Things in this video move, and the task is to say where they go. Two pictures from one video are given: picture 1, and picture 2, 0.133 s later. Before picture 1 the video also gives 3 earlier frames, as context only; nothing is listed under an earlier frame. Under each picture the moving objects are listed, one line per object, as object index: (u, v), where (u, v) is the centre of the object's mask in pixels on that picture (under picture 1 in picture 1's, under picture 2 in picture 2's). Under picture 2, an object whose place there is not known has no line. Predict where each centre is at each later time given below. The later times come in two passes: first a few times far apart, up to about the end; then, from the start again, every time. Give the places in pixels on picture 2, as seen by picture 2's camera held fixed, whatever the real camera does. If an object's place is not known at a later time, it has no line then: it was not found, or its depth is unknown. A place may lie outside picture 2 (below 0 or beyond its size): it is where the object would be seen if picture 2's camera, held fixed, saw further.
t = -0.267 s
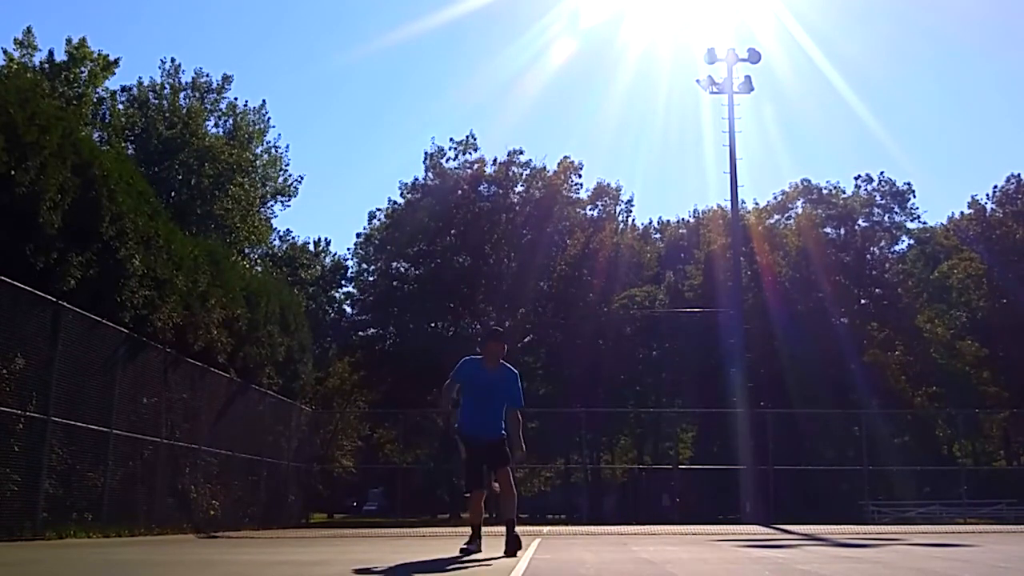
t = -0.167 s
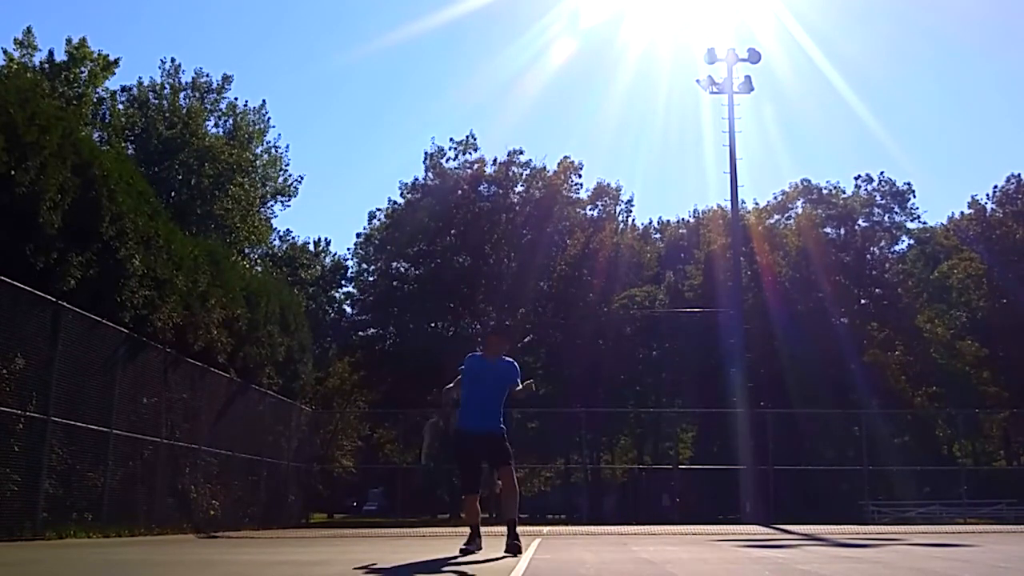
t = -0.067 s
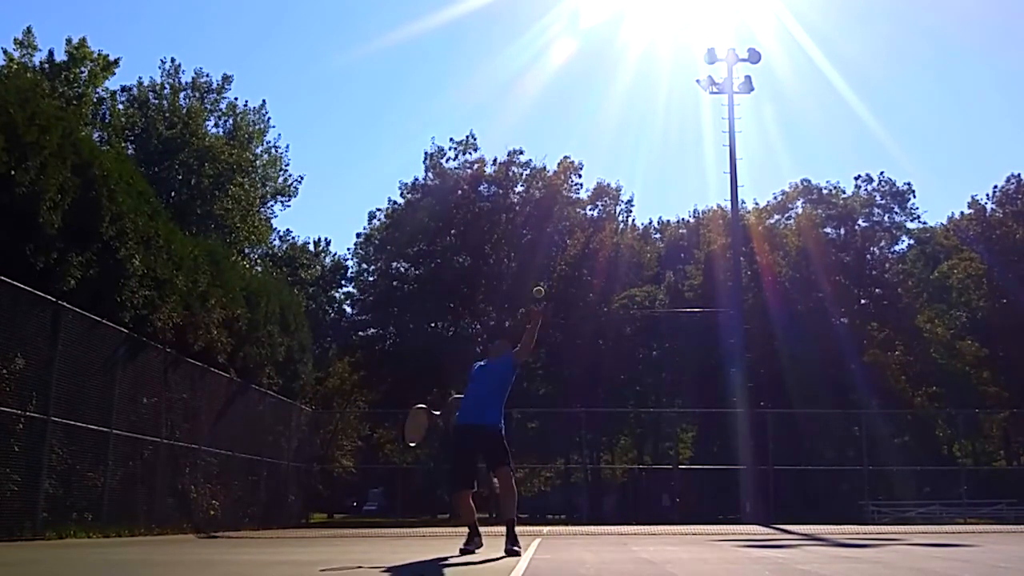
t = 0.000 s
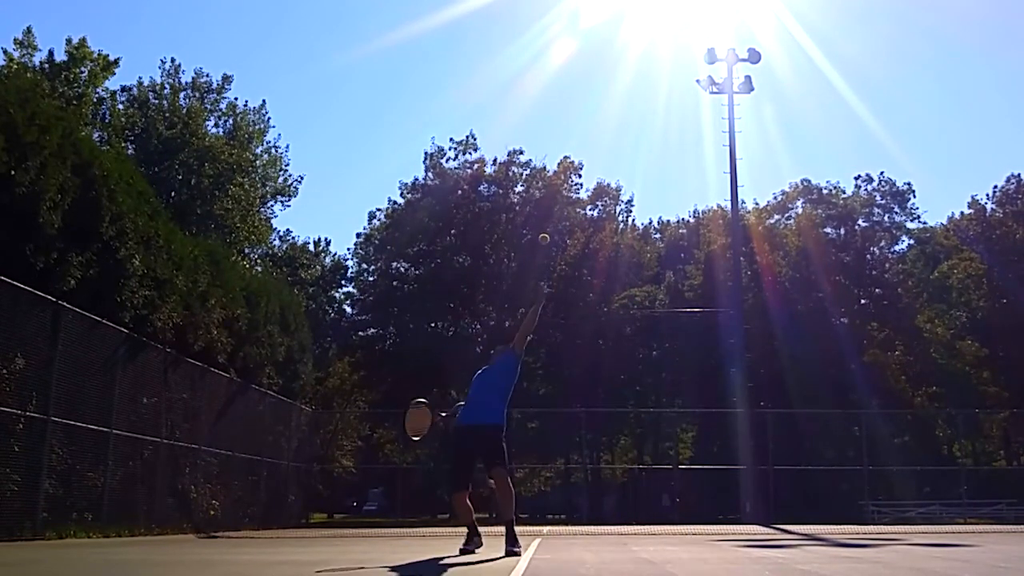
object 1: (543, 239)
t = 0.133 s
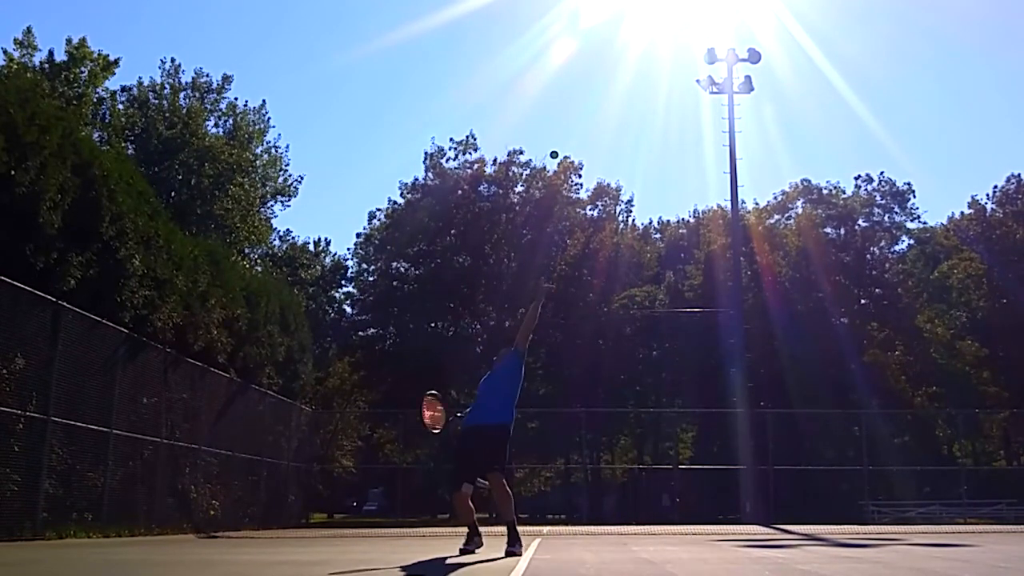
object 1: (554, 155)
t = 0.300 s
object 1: (566, 85)
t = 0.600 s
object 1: (587, 53)
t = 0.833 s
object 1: (602, 107)
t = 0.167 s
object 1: (556, 137)
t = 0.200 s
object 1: (558, 122)
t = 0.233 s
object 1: (561, 108)
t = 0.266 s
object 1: (563, 96)
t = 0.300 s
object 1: (566, 85)
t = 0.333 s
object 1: (568, 76)
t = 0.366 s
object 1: (571, 68)
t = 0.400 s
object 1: (573, 61)
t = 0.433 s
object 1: (575, 56)
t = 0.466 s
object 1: (578, 53)
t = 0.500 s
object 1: (580, 51)
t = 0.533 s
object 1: (582, 50)
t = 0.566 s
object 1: (585, 51)
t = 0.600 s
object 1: (587, 53)
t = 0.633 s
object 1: (589, 56)
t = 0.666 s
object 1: (591, 61)
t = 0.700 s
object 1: (593, 68)
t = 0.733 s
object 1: (596, 75)
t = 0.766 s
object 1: (598, 84)
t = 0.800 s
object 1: (600, 95)
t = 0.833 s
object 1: (602, 107)
